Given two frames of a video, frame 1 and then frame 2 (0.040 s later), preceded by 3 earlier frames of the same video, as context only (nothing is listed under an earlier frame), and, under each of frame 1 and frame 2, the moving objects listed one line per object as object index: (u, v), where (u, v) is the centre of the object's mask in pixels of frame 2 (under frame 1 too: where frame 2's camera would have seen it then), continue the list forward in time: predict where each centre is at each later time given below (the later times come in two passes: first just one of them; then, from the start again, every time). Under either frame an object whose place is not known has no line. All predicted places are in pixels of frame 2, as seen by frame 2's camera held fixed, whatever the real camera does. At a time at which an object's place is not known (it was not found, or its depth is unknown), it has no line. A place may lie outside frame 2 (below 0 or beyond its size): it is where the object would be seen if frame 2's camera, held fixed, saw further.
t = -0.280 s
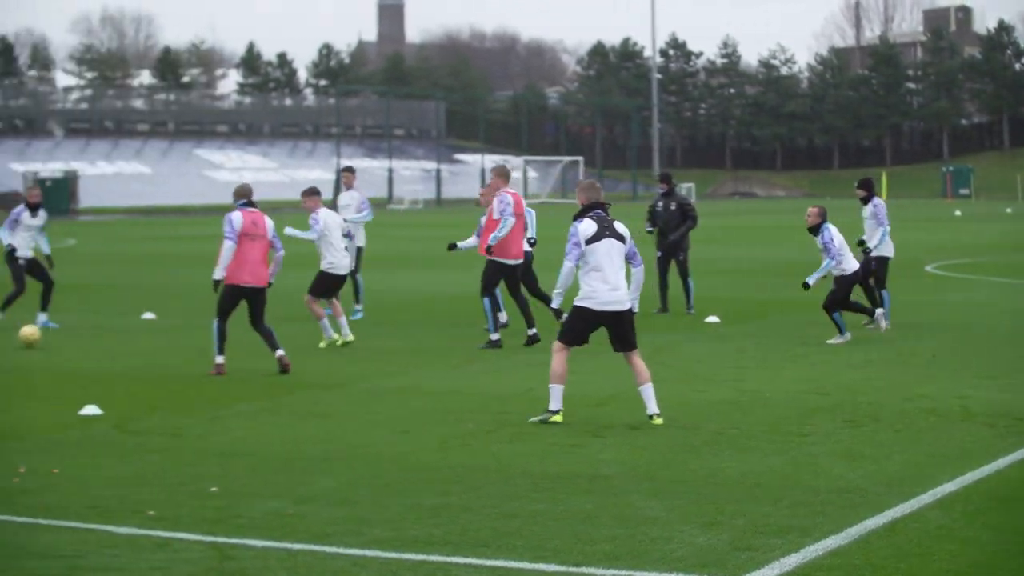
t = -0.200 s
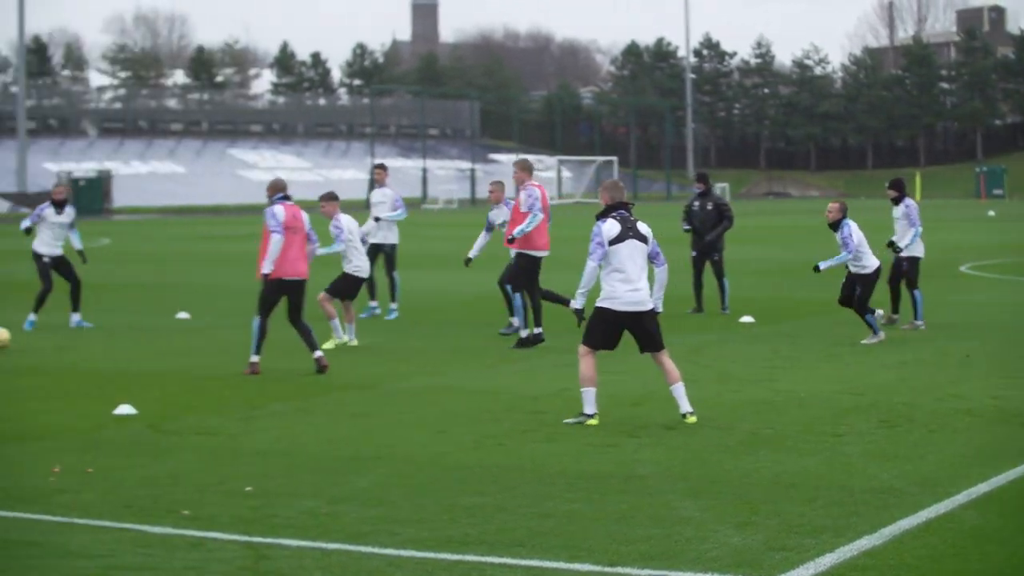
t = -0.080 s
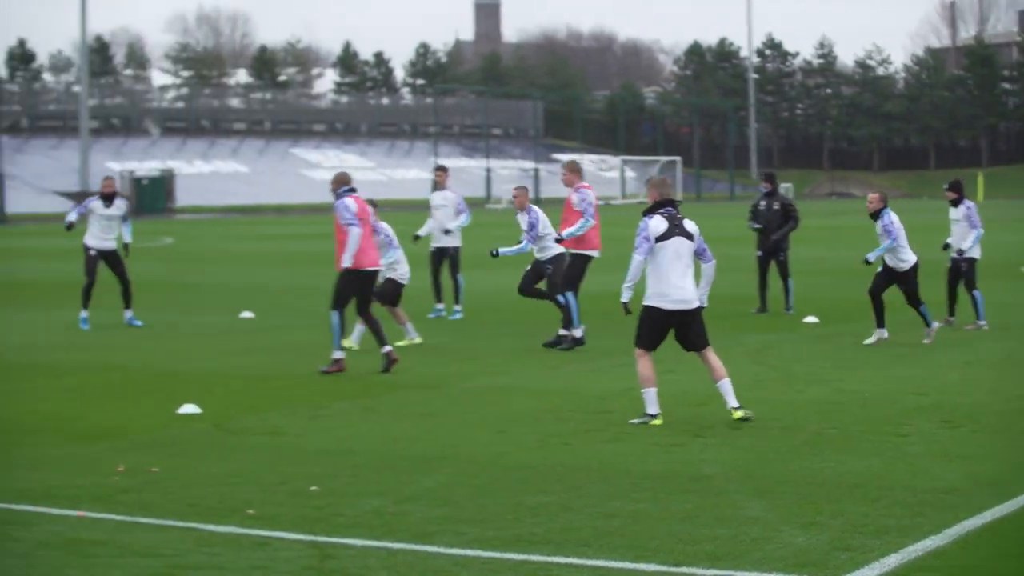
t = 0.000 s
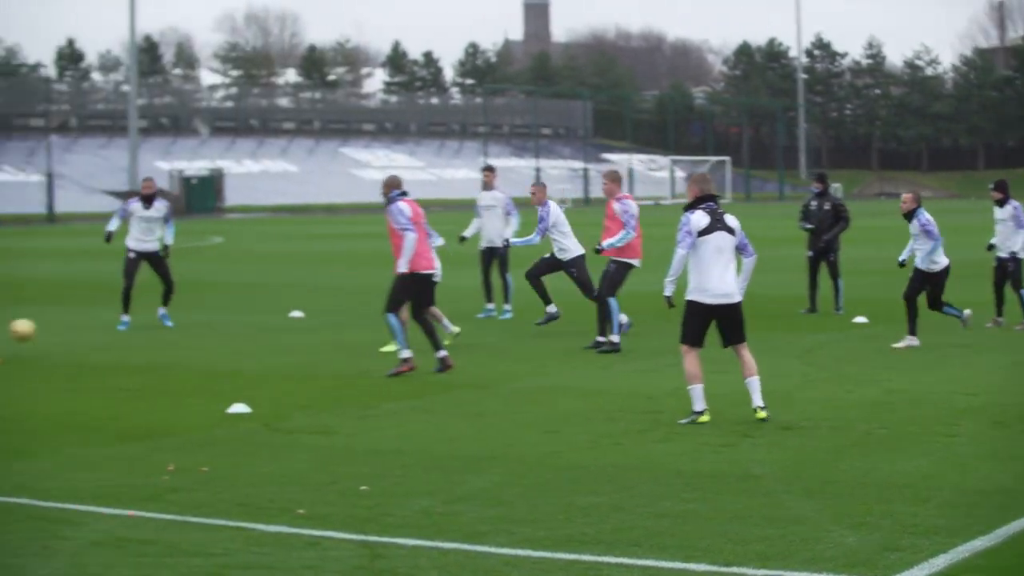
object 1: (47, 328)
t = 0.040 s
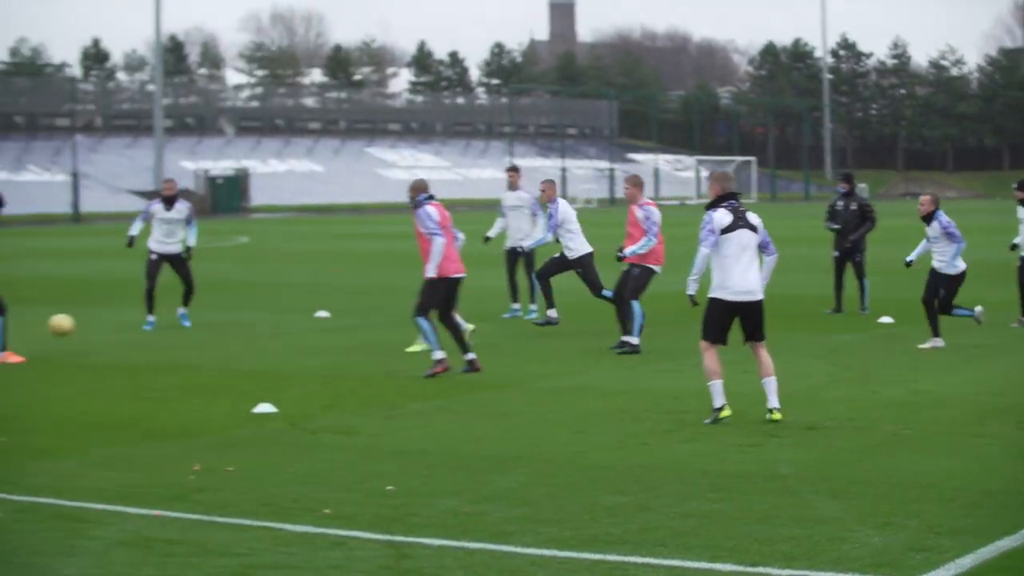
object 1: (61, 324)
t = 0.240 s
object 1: (122, 327)
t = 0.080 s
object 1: (74, 322)
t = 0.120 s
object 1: (87, 321)
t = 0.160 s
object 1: (99, 322)
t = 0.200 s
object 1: (111, 324)
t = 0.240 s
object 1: (122, 327)
